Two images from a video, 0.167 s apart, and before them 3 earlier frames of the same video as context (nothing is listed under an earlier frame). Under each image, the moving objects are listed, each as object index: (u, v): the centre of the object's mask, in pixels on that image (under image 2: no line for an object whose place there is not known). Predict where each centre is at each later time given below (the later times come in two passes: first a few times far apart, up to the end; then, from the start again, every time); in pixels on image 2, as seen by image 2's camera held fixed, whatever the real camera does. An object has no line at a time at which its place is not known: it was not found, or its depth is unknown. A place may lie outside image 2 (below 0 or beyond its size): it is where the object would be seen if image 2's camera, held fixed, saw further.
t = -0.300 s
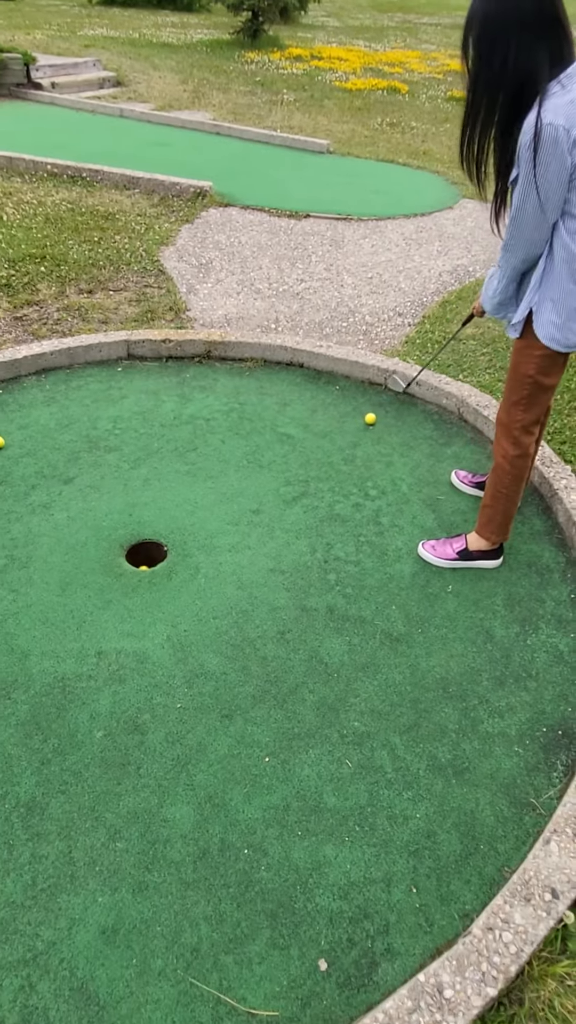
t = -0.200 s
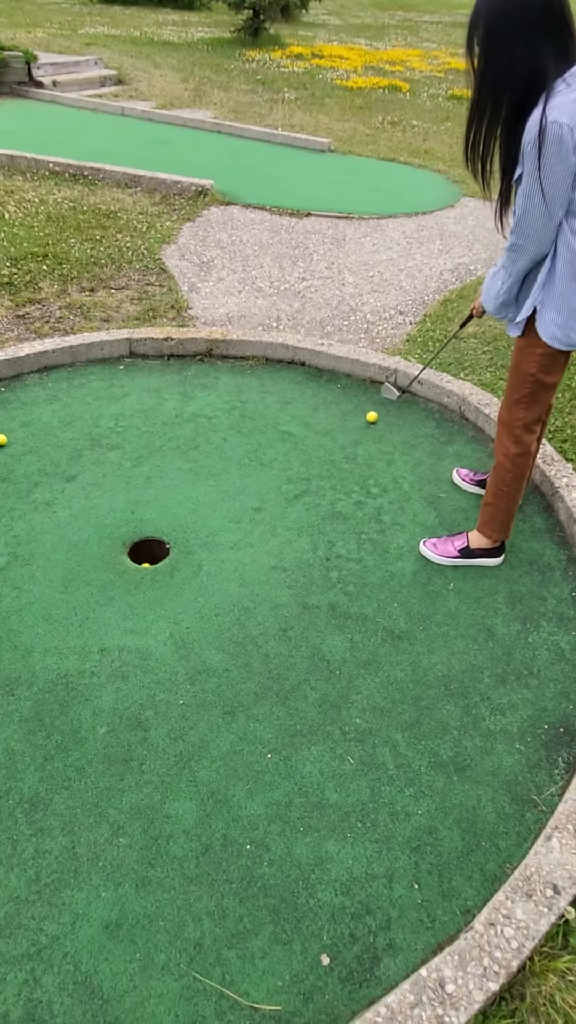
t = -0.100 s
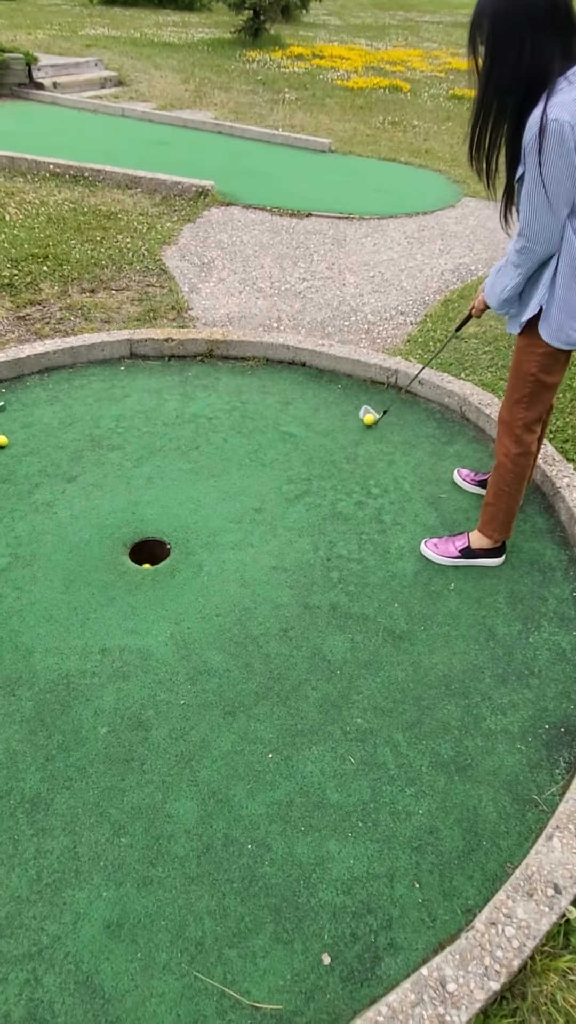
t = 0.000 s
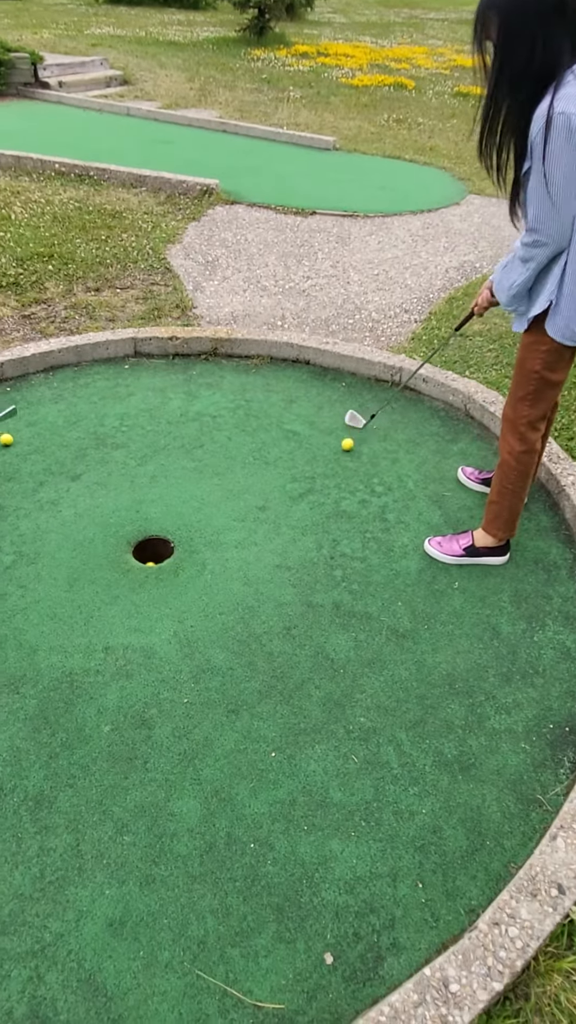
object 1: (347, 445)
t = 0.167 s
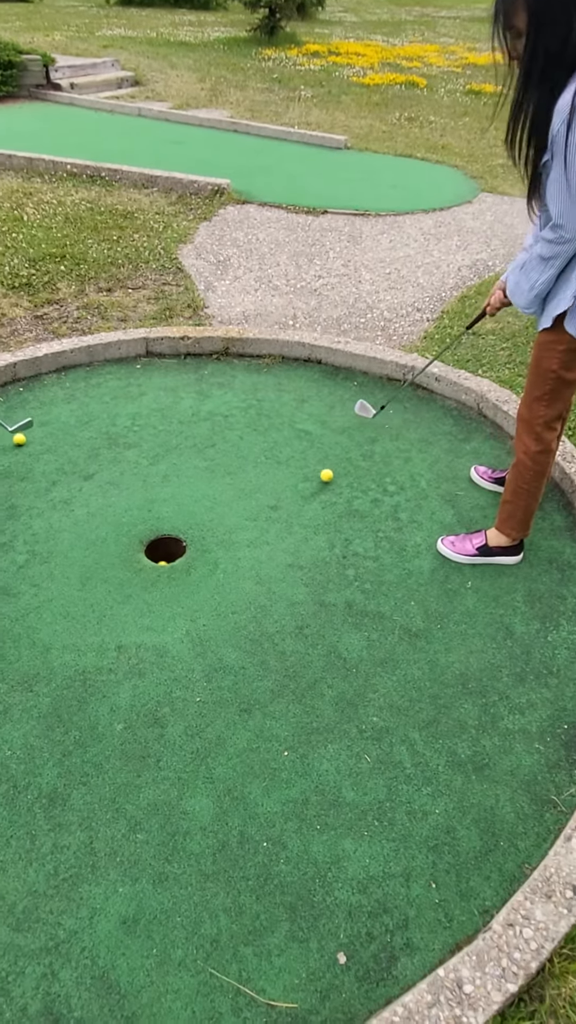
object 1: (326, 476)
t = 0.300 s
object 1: (304, 501)
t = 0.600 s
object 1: (248, 563)
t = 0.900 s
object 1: (187, 636)
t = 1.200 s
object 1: (120, 725)
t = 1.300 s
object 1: (95, 760)
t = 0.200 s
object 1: (321, 483)
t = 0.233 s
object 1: (315, 488)
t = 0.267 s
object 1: (309, 495)
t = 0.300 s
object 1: (304, 501)
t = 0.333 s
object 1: (298, 508)
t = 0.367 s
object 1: (292, 514)
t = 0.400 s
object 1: (286, 521)
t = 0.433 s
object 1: (280, 528)
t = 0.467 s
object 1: (274, 535)
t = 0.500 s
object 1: (267, 542)
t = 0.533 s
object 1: (261, 549)
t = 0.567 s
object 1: (254, 556)
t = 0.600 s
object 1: (248, 563)
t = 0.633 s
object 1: (241, 570)
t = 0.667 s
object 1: (235, 578)
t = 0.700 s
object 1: (228, 586)
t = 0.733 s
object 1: (222, 594)
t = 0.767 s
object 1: (215, 602)
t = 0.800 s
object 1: (208, 610)
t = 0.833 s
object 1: (201, 619)
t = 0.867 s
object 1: (194, 627)
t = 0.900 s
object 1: (187, 636)
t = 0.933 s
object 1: (180, 645)
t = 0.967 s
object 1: (174, 654)
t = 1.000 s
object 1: (166, 664)
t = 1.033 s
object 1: (159, 674)
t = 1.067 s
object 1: (152, 683)
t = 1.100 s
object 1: (144, 694)
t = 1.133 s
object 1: (136, 704)
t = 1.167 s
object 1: (128, 715)
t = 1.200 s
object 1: (120, 725)
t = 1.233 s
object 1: (112, 736)
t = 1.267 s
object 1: (103, 748)
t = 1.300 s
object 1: (95, 760)
